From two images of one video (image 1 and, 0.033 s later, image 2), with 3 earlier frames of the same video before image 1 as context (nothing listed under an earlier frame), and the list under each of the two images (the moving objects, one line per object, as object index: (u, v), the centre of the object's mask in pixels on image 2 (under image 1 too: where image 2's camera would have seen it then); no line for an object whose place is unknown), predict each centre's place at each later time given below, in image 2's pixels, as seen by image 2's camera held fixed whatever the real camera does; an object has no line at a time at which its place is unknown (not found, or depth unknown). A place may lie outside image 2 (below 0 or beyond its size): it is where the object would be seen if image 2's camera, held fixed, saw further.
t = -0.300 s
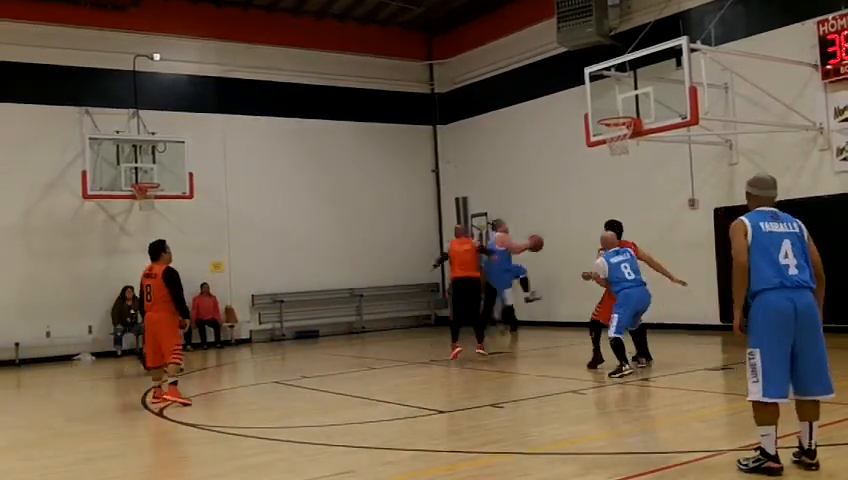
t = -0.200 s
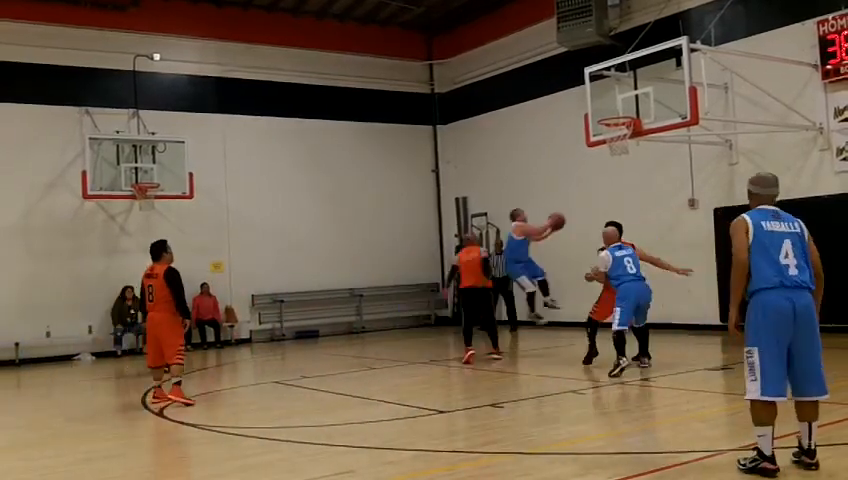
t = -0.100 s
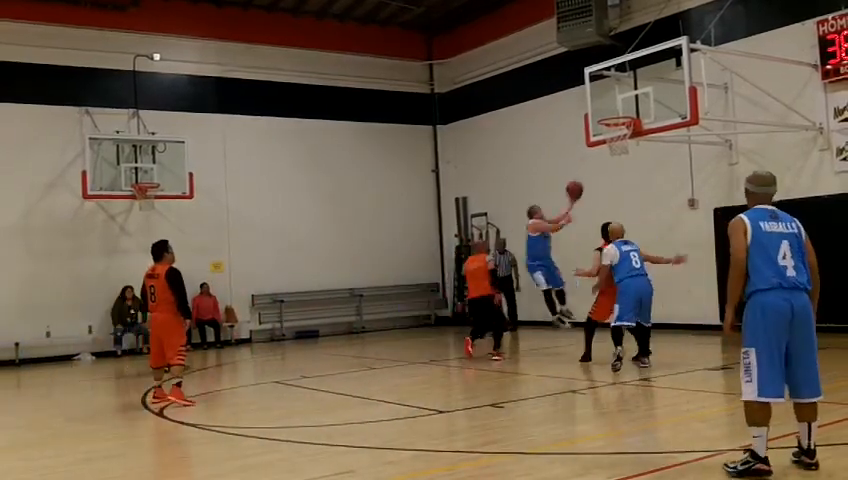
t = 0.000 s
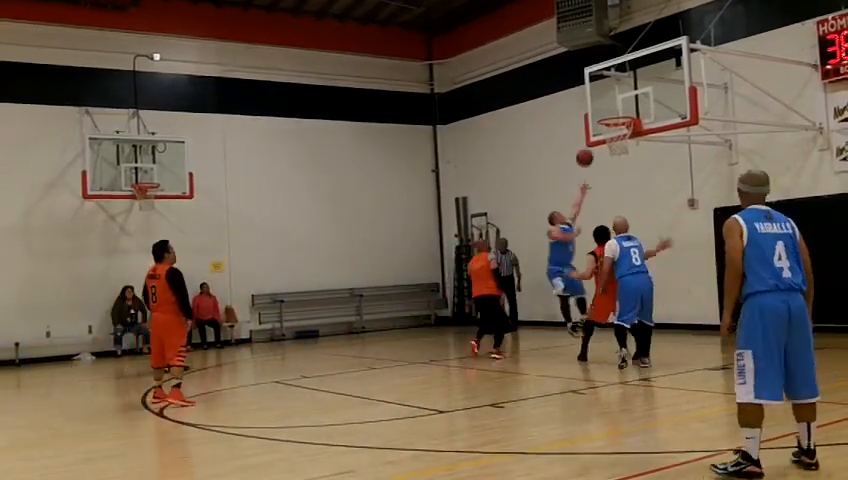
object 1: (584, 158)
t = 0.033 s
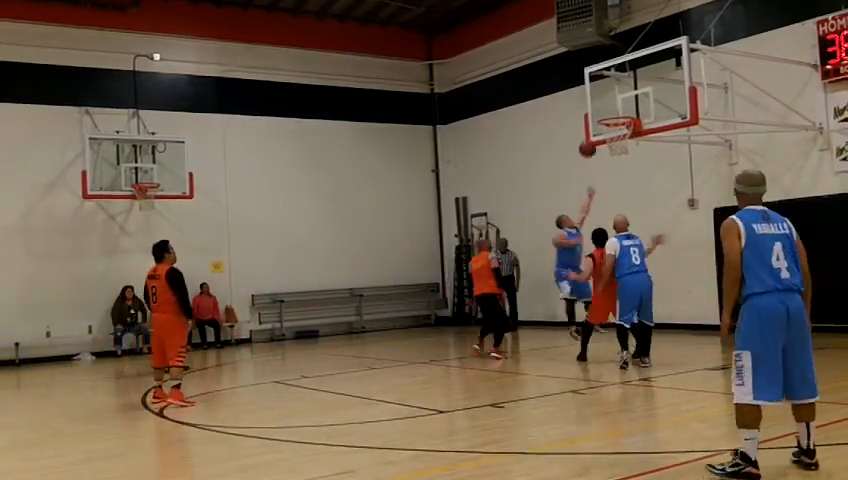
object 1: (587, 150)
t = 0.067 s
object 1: (591, 140)
